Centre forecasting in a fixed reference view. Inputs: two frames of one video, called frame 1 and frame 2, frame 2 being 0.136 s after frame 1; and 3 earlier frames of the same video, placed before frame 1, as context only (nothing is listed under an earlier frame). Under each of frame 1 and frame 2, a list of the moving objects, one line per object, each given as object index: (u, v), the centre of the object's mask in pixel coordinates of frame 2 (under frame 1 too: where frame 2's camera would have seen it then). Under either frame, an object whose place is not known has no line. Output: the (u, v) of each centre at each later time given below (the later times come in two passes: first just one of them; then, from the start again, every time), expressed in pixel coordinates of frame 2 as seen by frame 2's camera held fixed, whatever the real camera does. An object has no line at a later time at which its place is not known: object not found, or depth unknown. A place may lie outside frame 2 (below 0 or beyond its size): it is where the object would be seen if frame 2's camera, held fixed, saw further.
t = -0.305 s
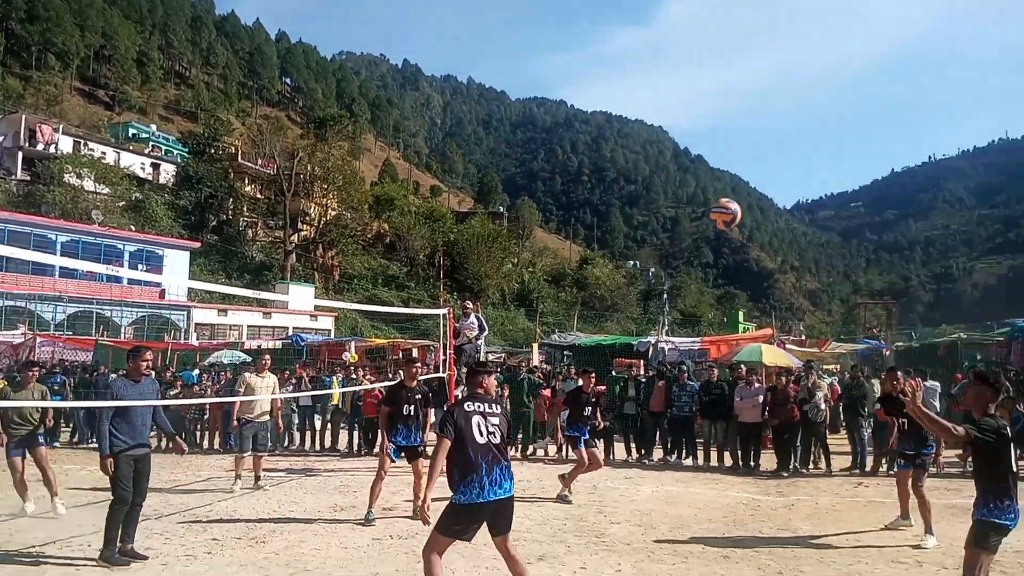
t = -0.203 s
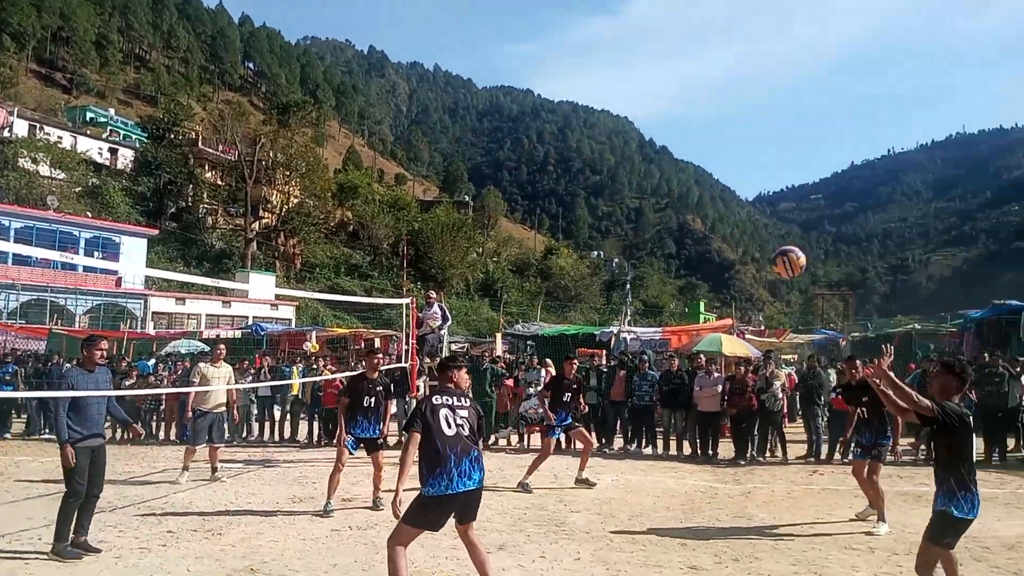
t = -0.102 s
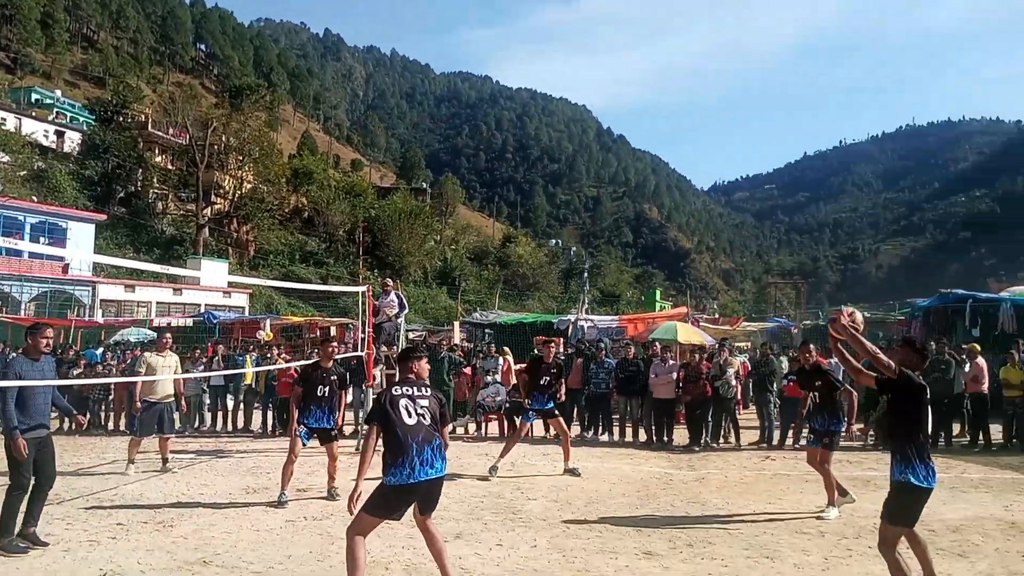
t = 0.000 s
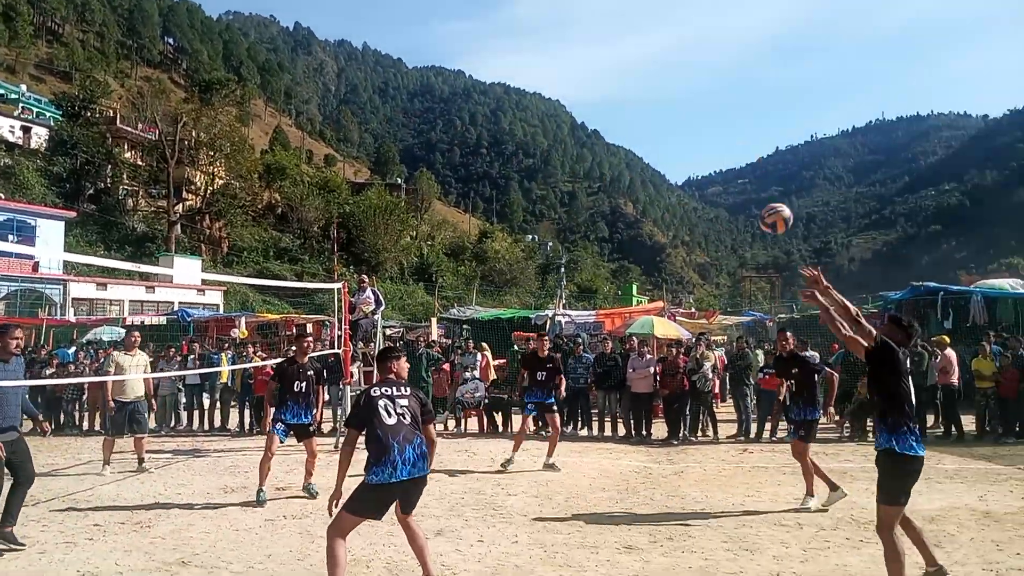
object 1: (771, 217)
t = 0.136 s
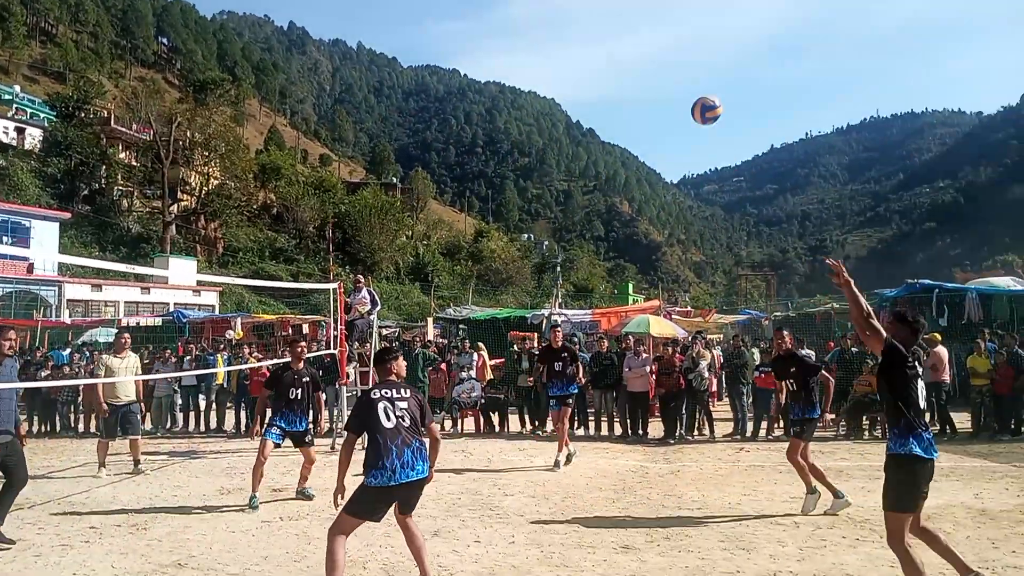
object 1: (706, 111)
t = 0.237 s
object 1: (663, 54)
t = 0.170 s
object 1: (690, 90)
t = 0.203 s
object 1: (676, 72)
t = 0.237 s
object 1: (663, 54)
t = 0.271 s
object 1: (650, 39)
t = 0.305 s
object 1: (637, 26)
